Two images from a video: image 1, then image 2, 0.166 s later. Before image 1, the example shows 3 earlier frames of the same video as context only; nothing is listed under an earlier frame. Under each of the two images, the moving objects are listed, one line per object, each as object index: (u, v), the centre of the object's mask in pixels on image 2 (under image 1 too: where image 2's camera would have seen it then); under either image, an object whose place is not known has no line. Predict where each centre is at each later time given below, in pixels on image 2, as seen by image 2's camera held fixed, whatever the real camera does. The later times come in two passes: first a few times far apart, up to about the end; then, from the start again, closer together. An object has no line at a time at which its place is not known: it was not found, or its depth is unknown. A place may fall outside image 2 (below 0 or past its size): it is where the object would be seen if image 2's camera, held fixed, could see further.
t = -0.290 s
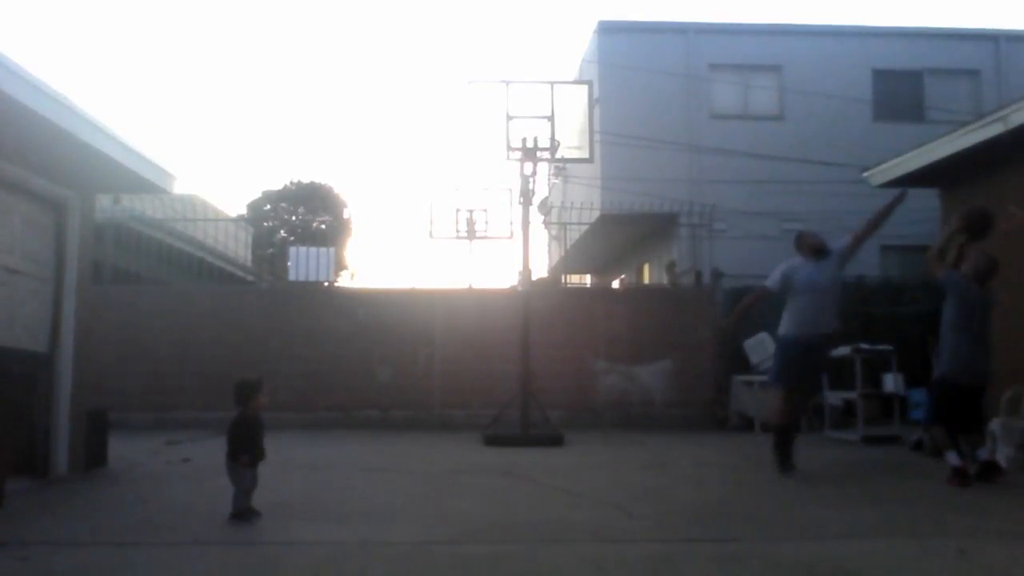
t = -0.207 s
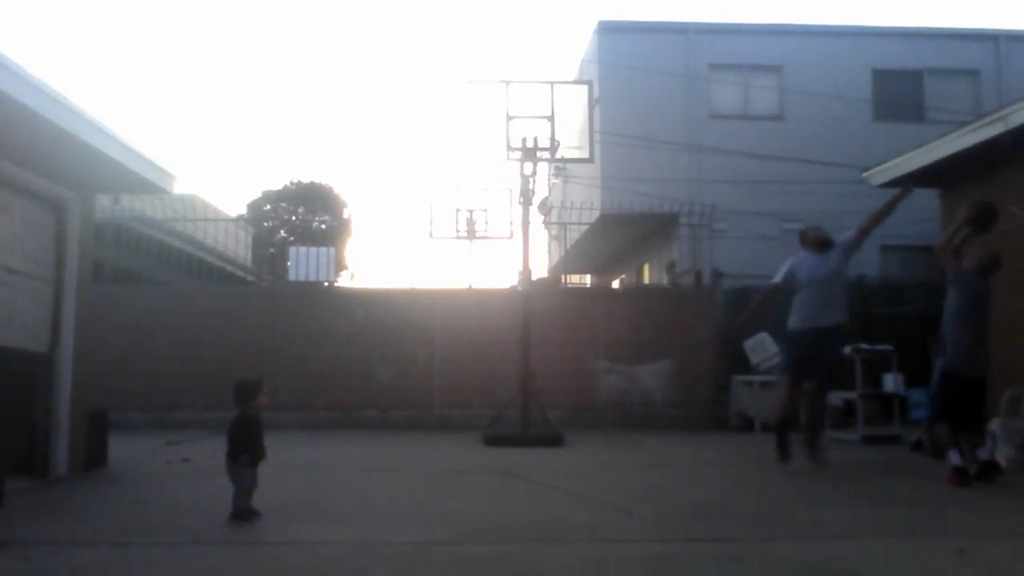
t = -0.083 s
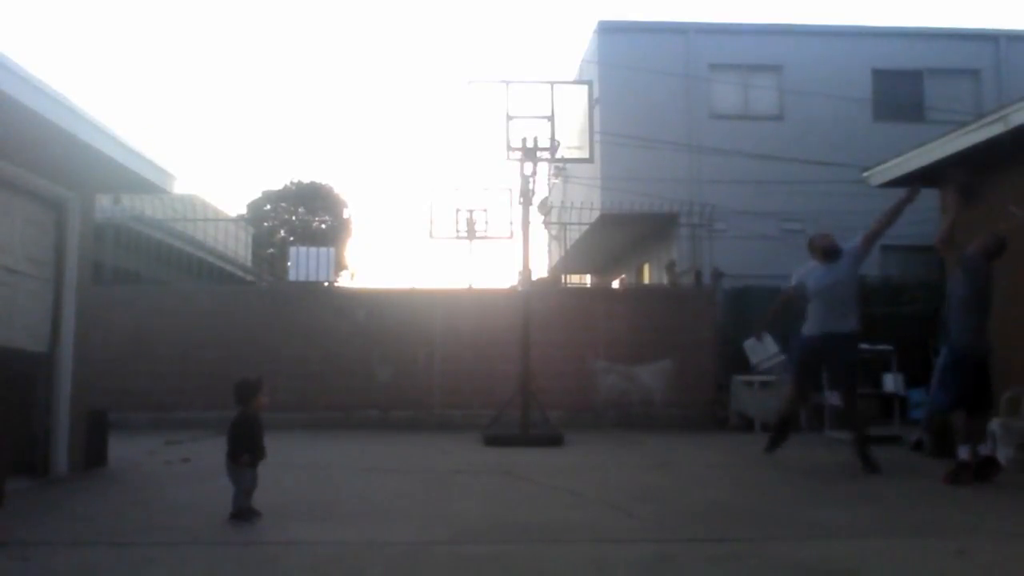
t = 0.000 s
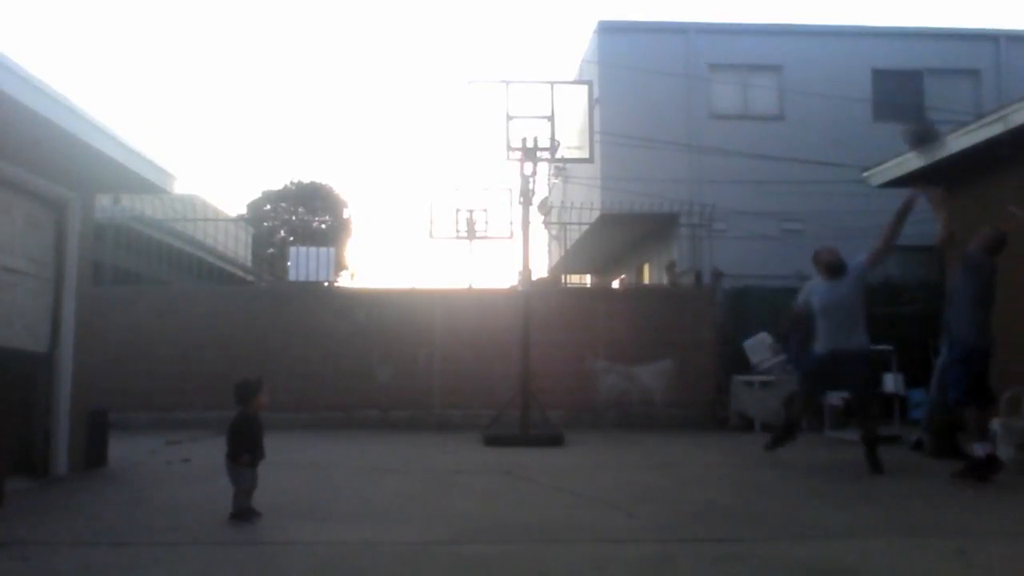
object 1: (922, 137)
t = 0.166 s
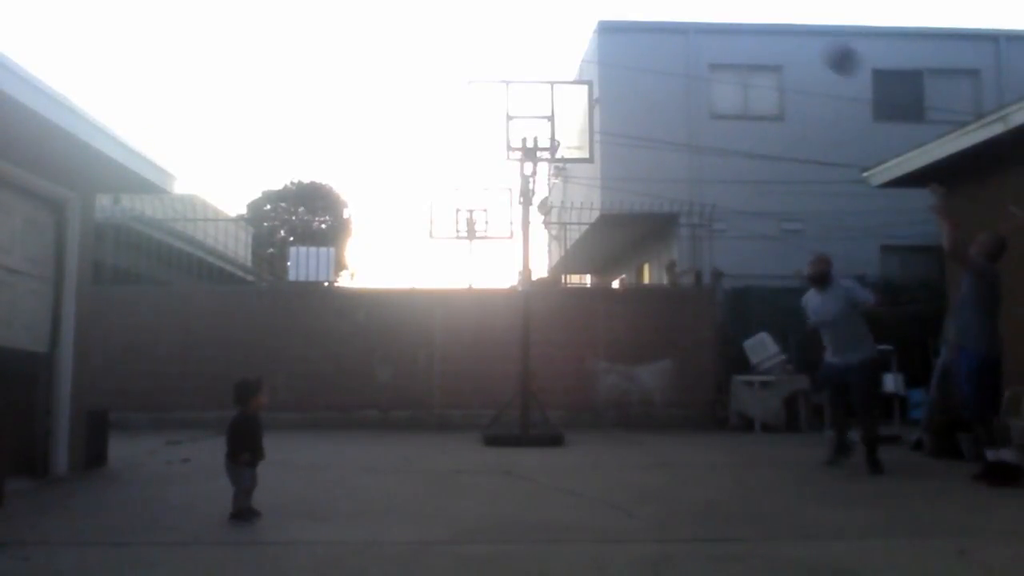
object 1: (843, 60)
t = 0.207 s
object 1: (823, 46)
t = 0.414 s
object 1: (736, 11)
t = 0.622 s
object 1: (659, 22)
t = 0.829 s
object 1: (589, 75)
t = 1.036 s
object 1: (528, 162)
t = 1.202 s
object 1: (519, 187)
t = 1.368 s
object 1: (514, 228)
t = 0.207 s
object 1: (823, 46)
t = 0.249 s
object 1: (805, 36)
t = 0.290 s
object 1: (787, 28)
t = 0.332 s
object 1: (769, 20)
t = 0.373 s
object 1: (752, 14)
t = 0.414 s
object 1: (736, 11)
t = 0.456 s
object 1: (719, 11)
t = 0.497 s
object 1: (704, 11)
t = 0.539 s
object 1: (689, 12)
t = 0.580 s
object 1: (674, 18)
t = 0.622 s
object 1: (659, 22)
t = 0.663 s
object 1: (646, 31)
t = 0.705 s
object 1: (631, 40)
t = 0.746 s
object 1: (618, 51)
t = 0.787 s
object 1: (603, 63)
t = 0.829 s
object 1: (589, 75)
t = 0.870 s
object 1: (577, 92)
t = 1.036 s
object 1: (528, 162)
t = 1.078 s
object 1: (523, 174)
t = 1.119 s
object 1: (521, 176)
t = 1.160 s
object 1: (520, 181)
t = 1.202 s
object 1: (519, 187)
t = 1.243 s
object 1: (520, 194)
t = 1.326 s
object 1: (515, 215)
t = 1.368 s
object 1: (514, 228)
